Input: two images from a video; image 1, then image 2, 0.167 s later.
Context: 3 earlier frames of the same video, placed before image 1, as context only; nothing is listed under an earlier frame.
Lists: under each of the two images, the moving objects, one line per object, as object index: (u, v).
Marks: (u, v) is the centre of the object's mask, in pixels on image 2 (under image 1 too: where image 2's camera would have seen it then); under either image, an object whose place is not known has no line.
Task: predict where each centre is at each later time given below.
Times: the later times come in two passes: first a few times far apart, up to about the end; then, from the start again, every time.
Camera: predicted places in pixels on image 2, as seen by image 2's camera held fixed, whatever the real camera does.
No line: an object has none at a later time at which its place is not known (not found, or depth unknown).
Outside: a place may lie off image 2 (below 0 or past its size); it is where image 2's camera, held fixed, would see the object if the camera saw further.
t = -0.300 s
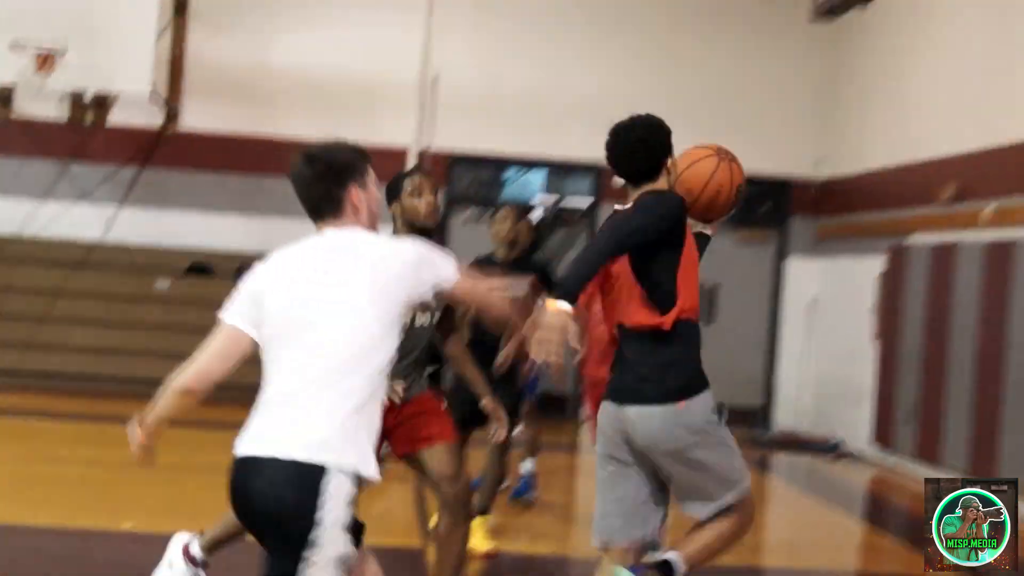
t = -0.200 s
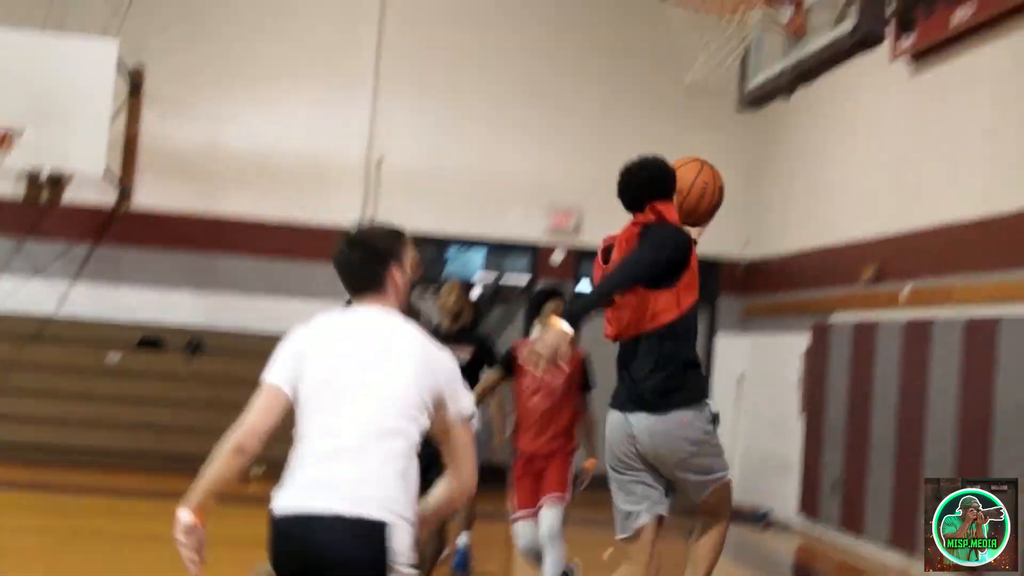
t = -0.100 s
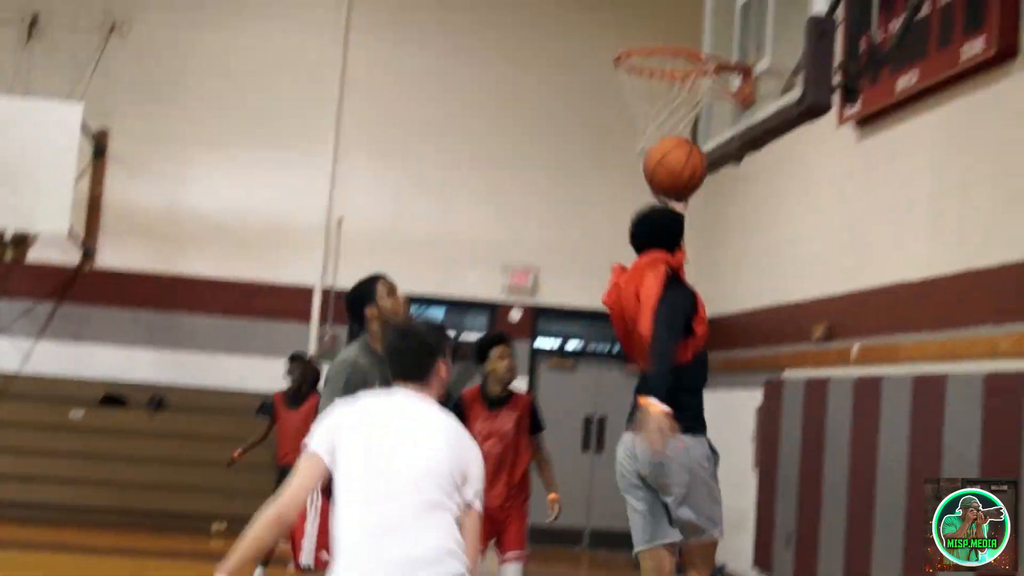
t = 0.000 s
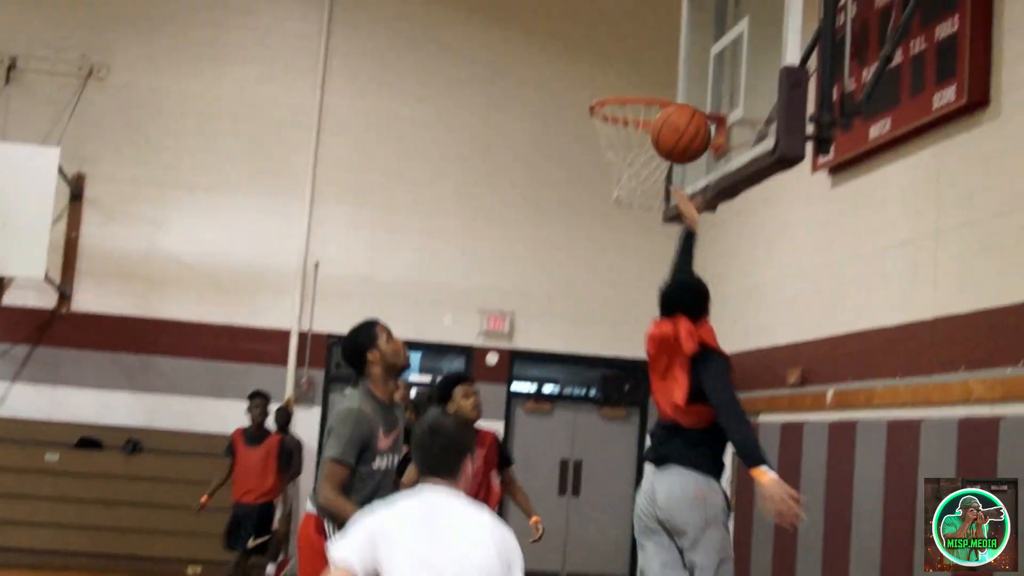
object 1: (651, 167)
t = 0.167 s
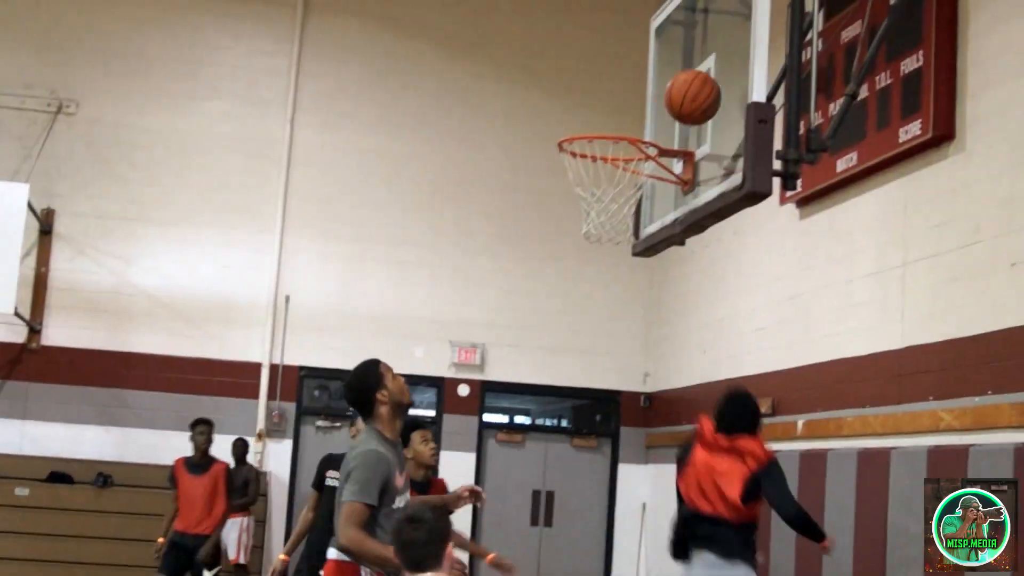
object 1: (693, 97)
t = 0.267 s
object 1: (678, 86)
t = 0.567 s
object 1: (604, 95)
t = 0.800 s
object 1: (587, 117)
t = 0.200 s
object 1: (700, 91)
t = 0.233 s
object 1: (690, 87)
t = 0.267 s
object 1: (678, 86)
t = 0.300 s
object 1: (665, 87)
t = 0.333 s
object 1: (653, 91)
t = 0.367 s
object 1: (641, 97)
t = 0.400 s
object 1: (629, 105)
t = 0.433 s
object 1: (620, 109)
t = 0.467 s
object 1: (617, 102)
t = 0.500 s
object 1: (613, 97)
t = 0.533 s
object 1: (608, 94)
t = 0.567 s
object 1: (604, 95)
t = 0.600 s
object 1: (599, 96)
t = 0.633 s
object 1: (595, 101)
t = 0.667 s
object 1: (591, 107)
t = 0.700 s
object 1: (586, 114)
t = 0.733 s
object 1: (586, 115)
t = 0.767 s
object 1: (587, 115)
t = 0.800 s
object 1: (587, 117)
